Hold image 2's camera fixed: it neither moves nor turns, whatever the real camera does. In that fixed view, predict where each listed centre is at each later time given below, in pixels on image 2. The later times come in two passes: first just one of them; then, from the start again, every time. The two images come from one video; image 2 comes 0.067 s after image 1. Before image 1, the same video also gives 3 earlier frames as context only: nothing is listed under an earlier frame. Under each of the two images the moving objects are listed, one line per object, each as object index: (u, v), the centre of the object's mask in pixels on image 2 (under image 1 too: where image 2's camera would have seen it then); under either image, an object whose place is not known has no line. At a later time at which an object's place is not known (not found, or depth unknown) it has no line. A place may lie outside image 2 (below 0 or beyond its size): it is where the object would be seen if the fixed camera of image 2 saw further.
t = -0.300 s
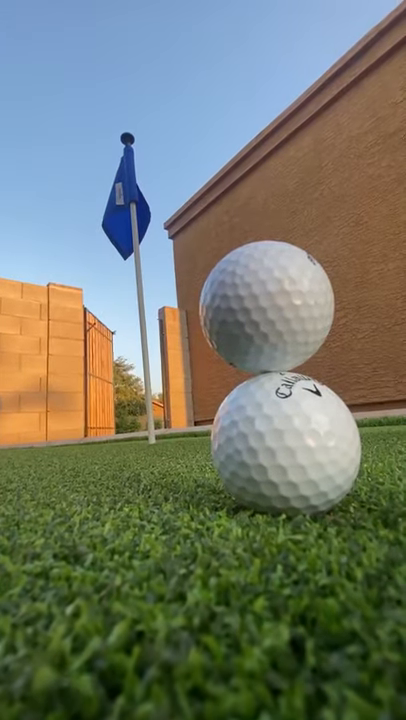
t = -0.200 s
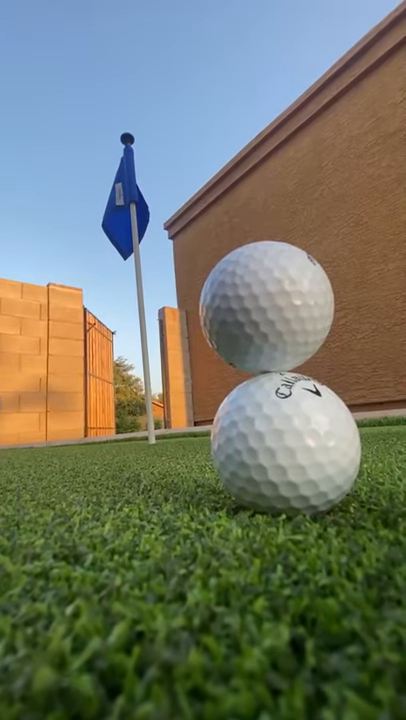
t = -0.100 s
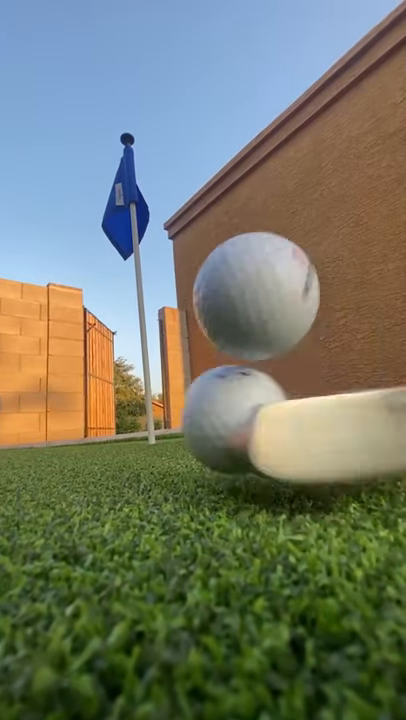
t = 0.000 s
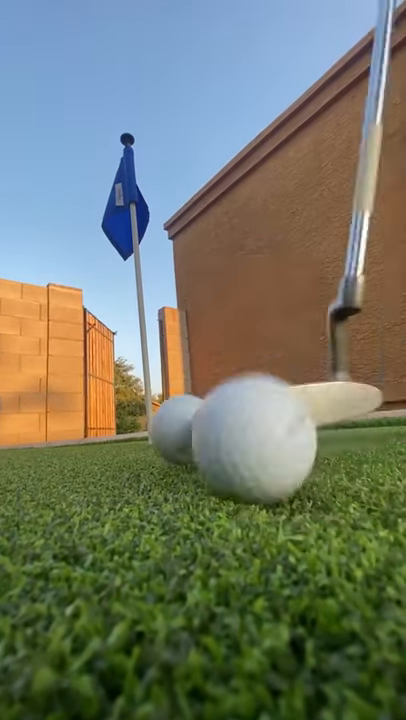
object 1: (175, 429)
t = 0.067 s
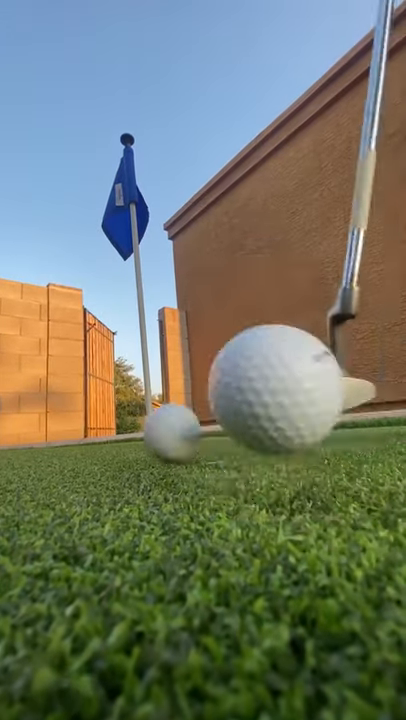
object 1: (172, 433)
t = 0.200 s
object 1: (160, 434)
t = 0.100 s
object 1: (167, 434)
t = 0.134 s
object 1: (164, 435)
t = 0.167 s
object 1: (162, 434)
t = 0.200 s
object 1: (160, 434)
